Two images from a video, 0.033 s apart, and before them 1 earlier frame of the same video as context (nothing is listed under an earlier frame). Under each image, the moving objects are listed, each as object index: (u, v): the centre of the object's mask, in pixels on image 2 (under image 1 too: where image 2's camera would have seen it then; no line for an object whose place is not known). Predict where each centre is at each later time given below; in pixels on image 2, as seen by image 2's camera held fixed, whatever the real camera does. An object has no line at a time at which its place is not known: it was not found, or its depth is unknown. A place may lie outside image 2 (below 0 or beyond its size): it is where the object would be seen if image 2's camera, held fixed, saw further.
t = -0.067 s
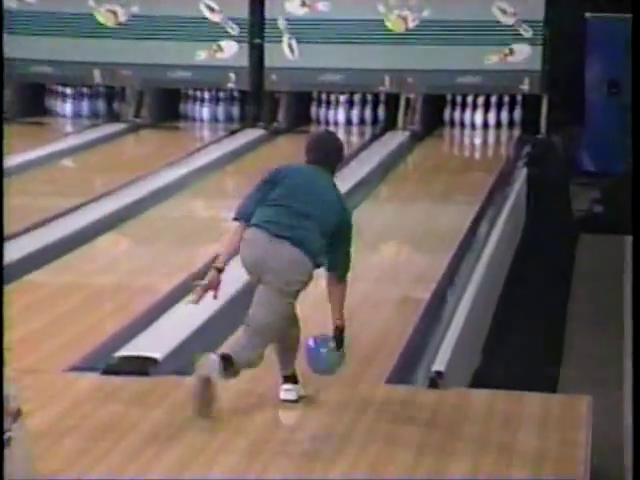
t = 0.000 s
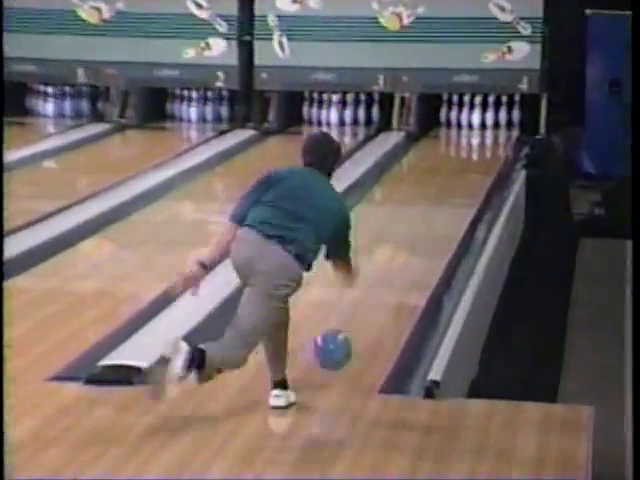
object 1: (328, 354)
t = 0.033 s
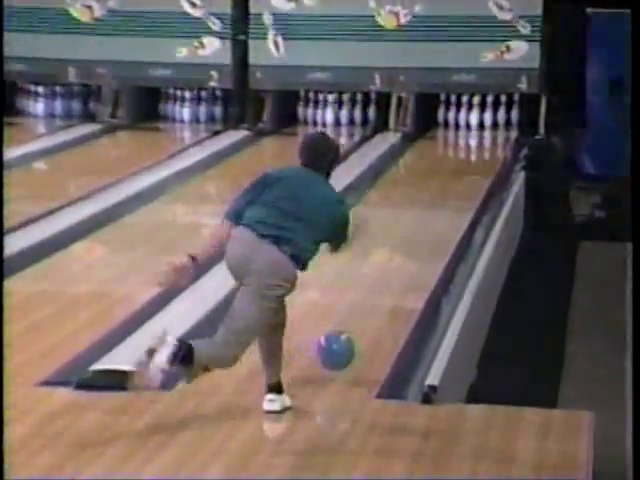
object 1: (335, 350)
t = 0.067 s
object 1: (343, 348)
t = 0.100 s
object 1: (349, 341)
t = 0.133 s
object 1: (356, 333)
